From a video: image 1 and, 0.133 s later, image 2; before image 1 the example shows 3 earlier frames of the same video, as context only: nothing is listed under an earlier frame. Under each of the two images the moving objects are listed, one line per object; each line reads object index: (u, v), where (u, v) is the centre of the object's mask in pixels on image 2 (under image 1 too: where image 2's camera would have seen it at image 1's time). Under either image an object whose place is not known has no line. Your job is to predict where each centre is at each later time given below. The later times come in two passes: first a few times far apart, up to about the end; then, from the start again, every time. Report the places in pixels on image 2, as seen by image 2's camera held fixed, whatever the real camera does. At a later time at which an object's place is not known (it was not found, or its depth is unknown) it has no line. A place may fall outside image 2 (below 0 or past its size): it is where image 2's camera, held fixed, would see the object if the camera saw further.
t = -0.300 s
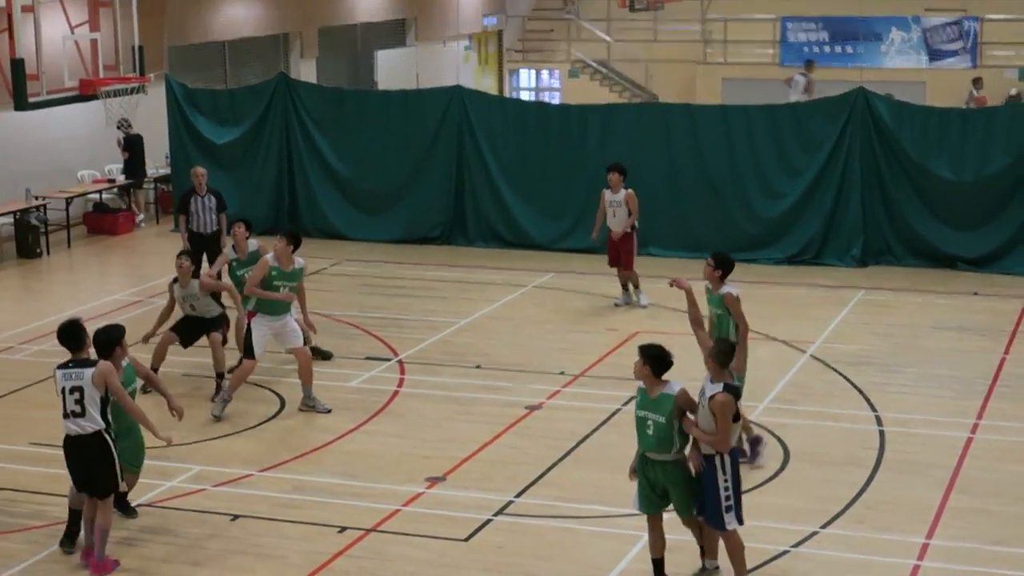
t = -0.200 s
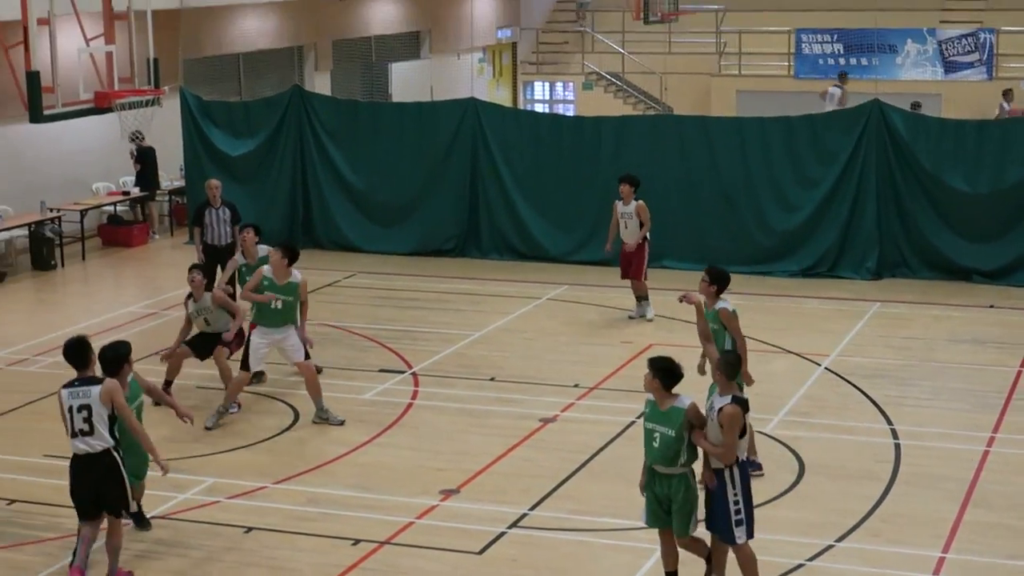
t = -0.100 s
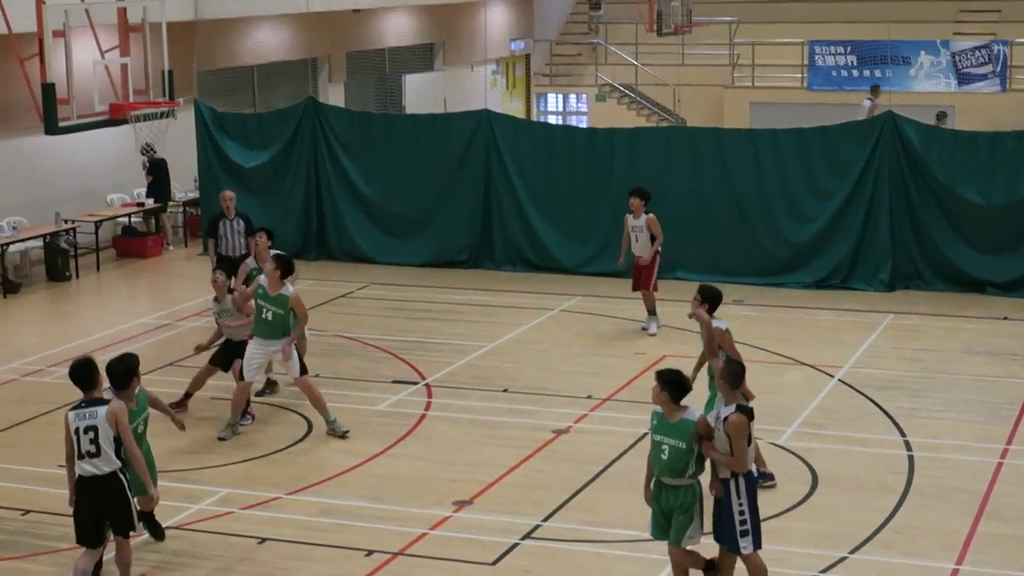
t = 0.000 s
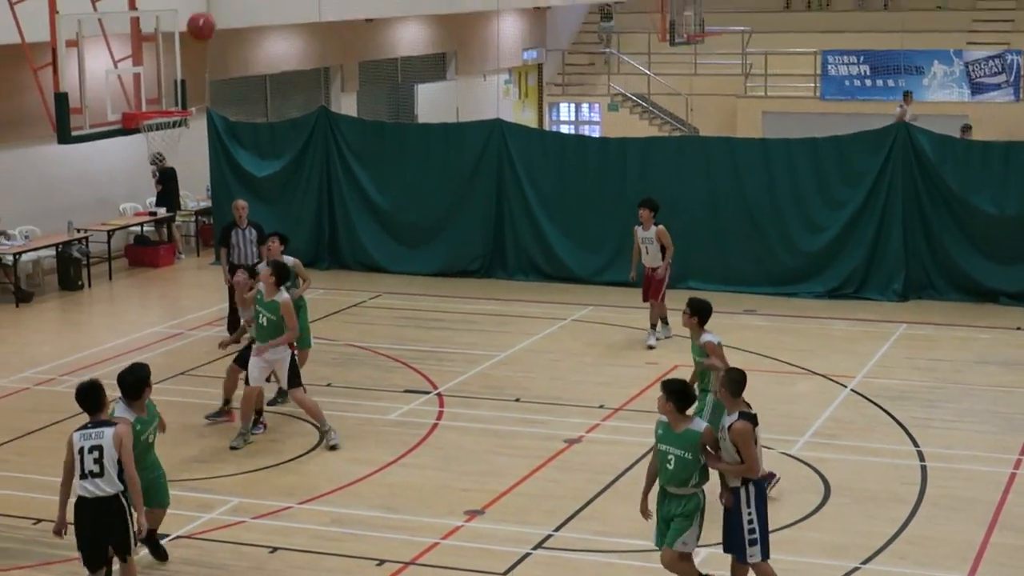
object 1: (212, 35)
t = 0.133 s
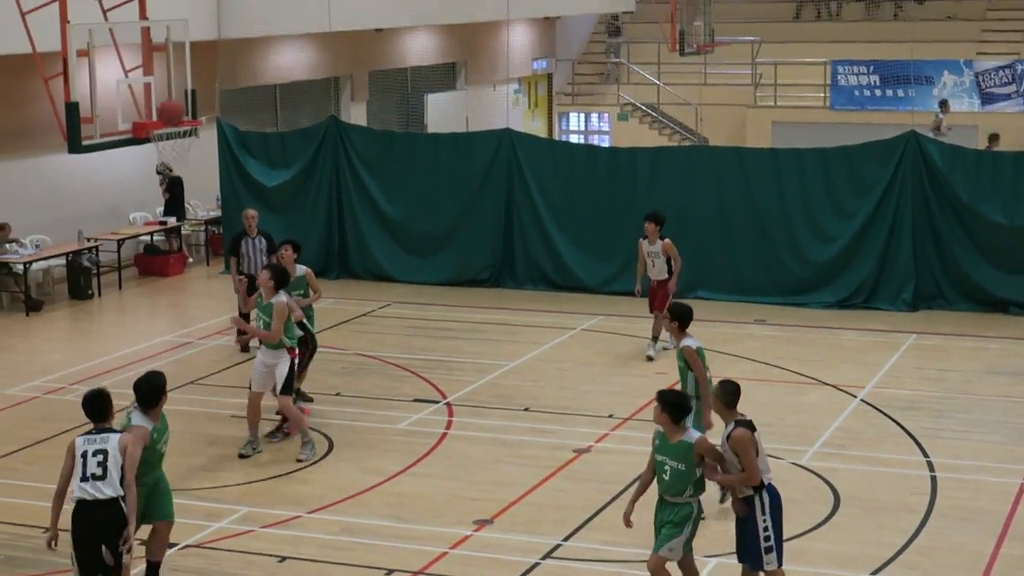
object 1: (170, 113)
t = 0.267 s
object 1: (151, 69)
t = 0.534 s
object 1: (180, 30)
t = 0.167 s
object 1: (165, 104)
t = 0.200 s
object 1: (160, 91)
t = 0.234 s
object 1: (155, 79)
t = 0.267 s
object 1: (151, 69)
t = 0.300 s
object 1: (146, 61)
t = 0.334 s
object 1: (146, 52)
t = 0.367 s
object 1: (151, 45)
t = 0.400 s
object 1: (157, 40)
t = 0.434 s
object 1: (163, 36)
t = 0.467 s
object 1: (169, 33)
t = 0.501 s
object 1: (174, 31)
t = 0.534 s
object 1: (180, 30)
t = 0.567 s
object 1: (186, 31)
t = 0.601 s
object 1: (192, 32)
